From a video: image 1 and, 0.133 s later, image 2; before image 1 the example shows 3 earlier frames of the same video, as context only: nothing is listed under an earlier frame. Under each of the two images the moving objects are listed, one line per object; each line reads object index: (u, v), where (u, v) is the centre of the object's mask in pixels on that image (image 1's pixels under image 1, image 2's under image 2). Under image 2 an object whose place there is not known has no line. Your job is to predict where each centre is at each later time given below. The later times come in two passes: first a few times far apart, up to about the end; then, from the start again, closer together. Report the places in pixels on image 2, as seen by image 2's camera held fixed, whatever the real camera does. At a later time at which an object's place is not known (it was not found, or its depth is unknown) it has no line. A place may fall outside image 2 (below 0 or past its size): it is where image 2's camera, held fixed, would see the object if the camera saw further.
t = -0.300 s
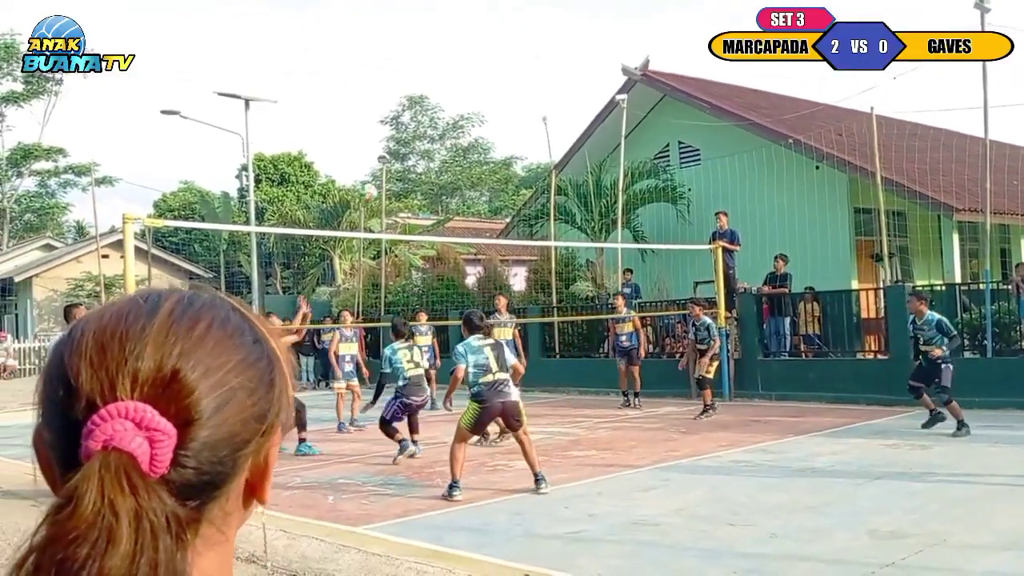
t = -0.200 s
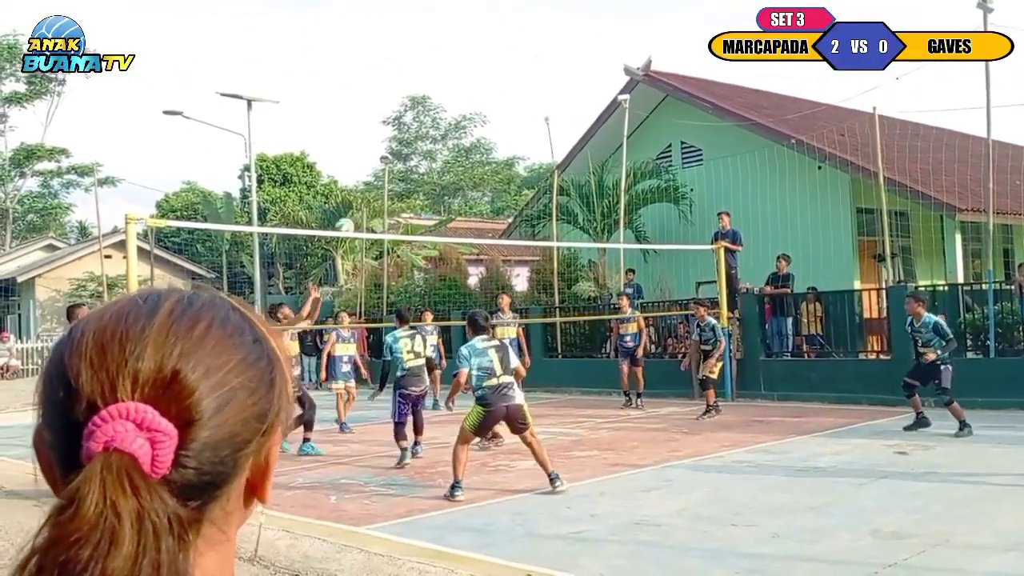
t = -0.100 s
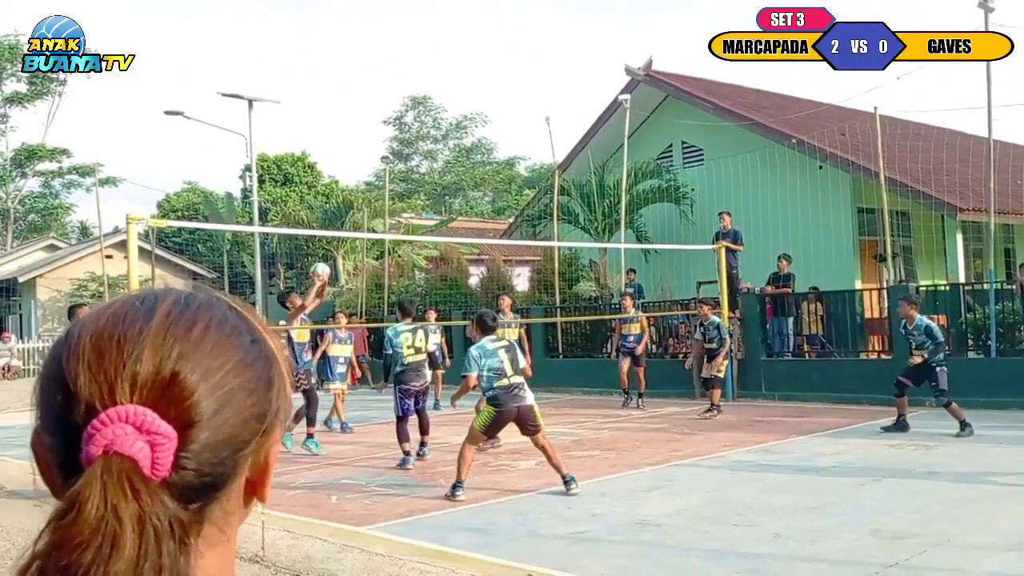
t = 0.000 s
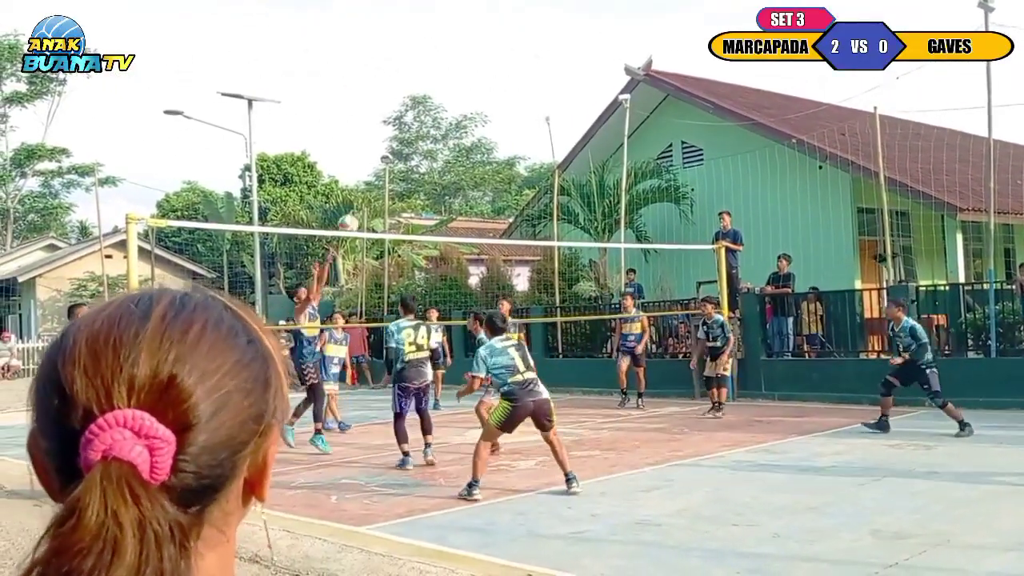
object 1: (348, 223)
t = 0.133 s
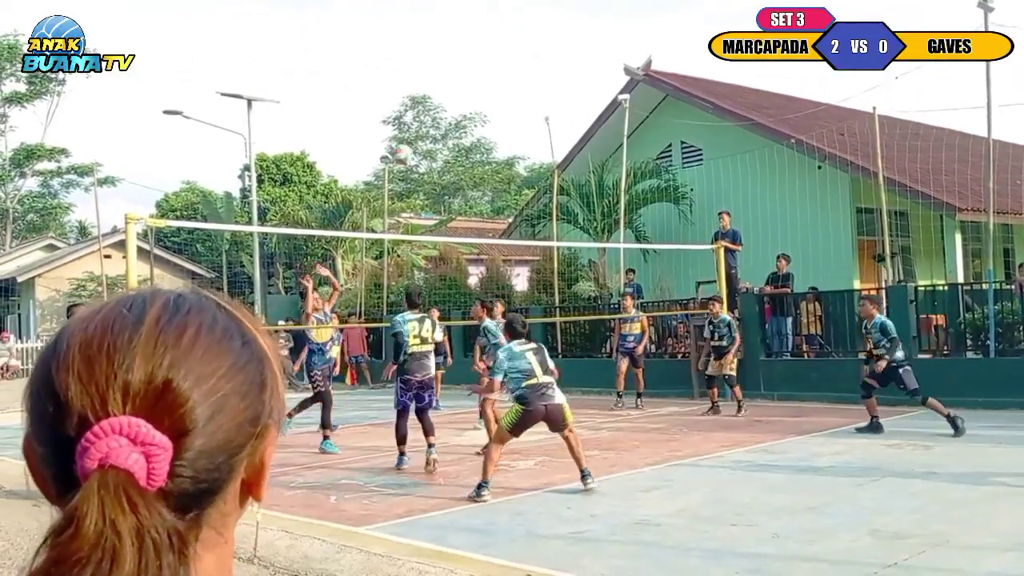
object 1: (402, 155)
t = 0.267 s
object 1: (462, 97)
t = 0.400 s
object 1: (527, 49)
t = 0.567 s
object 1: (622, 11)
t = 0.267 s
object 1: (462, 97)
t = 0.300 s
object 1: (477, 83)
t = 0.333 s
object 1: (493, 71)
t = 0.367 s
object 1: (510, 59)
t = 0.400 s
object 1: (527, 49)
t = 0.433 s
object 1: (545, 40)
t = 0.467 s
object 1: (564, 30)
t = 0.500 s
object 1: (582, 23)
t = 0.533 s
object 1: (601, 17)
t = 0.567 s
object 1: (622, 11)
